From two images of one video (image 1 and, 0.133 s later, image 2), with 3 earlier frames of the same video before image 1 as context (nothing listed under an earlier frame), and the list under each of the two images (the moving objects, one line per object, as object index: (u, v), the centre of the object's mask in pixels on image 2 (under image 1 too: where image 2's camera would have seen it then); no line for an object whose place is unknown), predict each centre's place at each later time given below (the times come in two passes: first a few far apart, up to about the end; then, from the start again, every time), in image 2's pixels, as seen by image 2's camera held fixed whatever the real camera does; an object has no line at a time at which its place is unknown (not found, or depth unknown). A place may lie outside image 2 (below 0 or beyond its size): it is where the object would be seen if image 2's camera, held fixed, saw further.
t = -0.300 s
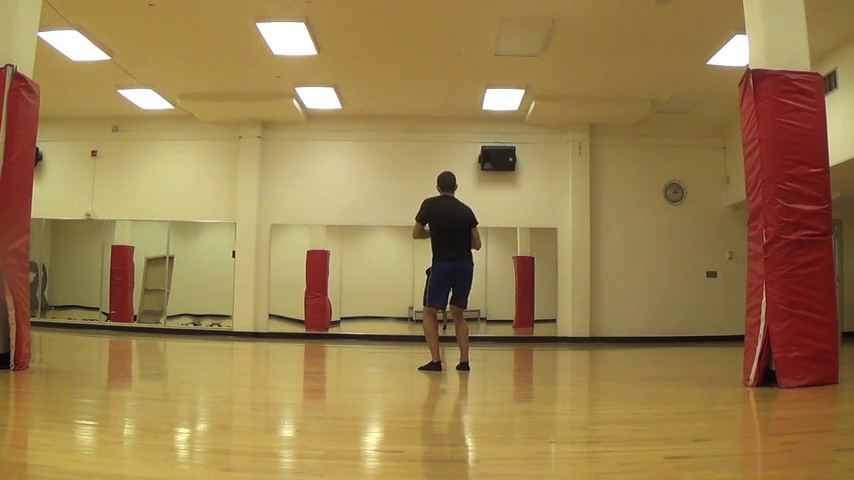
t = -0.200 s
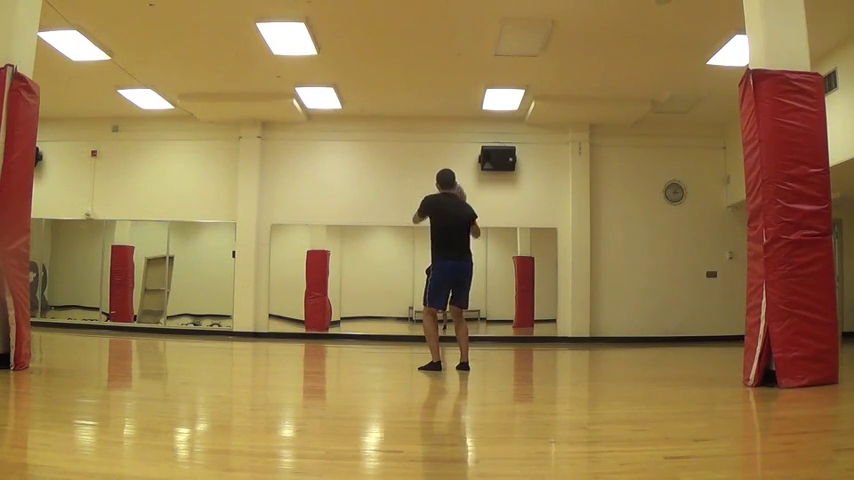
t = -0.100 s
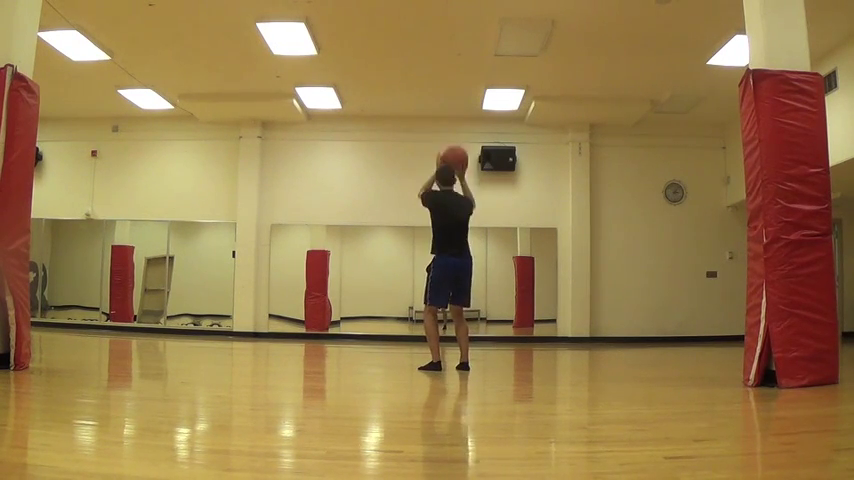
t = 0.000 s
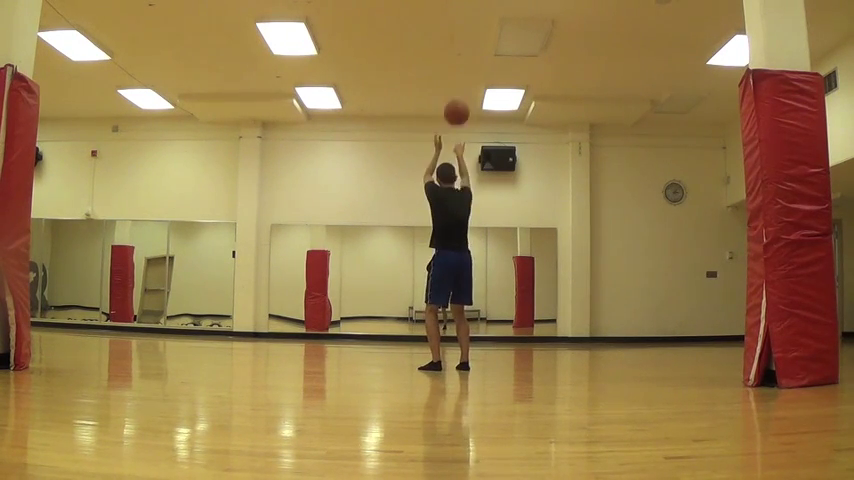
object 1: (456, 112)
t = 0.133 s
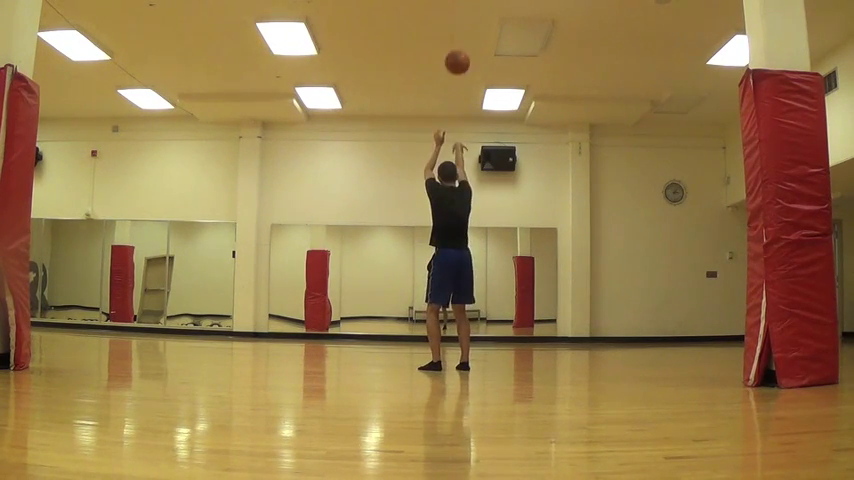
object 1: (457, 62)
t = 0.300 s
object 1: (458, 26)
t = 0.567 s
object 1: (459, 24)
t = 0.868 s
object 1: (459, 93)
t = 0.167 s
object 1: (457, 52)
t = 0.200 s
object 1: (457, 44)
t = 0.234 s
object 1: (458, 37)
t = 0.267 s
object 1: (458, 31)
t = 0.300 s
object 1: (458, 26)
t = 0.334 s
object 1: (458, 22)
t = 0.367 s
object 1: (458, 20)
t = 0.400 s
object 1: (458, 18)
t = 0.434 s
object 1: (458, 17)
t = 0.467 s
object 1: (458, 18)
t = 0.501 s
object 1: (459, 19)
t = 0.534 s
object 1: (459, 21)
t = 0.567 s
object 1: (459, 24)
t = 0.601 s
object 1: (459, 28)
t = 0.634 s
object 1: (459, 33)
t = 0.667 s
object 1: (459, 39)
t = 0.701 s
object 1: (459, 45)
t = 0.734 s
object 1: (459, 53)
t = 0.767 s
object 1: (459, 62)
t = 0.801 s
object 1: (459, 72)
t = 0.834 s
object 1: (460, 82)
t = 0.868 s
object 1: (459, 93)
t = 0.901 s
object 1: (459, 106)
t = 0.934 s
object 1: (459, 119)
